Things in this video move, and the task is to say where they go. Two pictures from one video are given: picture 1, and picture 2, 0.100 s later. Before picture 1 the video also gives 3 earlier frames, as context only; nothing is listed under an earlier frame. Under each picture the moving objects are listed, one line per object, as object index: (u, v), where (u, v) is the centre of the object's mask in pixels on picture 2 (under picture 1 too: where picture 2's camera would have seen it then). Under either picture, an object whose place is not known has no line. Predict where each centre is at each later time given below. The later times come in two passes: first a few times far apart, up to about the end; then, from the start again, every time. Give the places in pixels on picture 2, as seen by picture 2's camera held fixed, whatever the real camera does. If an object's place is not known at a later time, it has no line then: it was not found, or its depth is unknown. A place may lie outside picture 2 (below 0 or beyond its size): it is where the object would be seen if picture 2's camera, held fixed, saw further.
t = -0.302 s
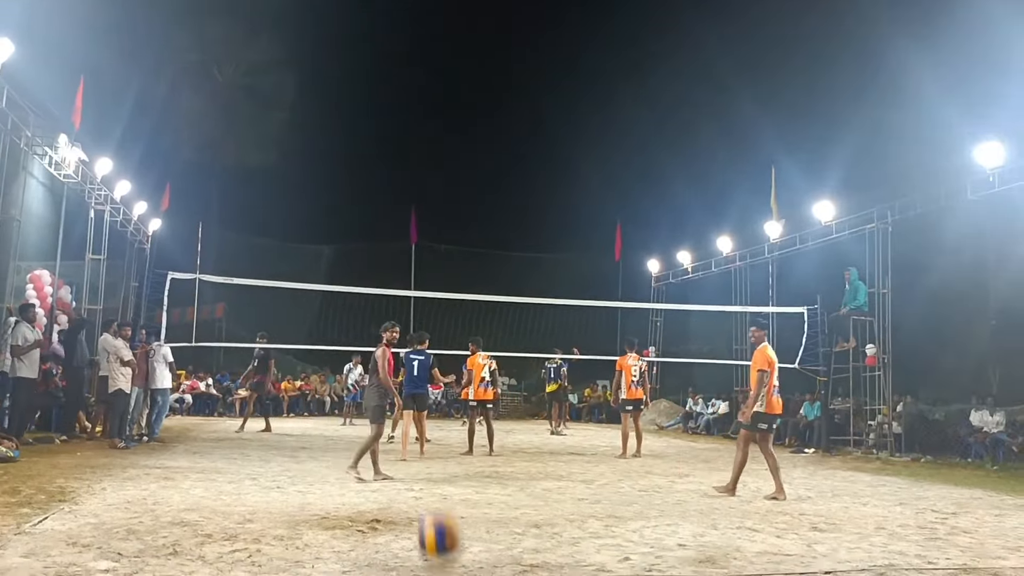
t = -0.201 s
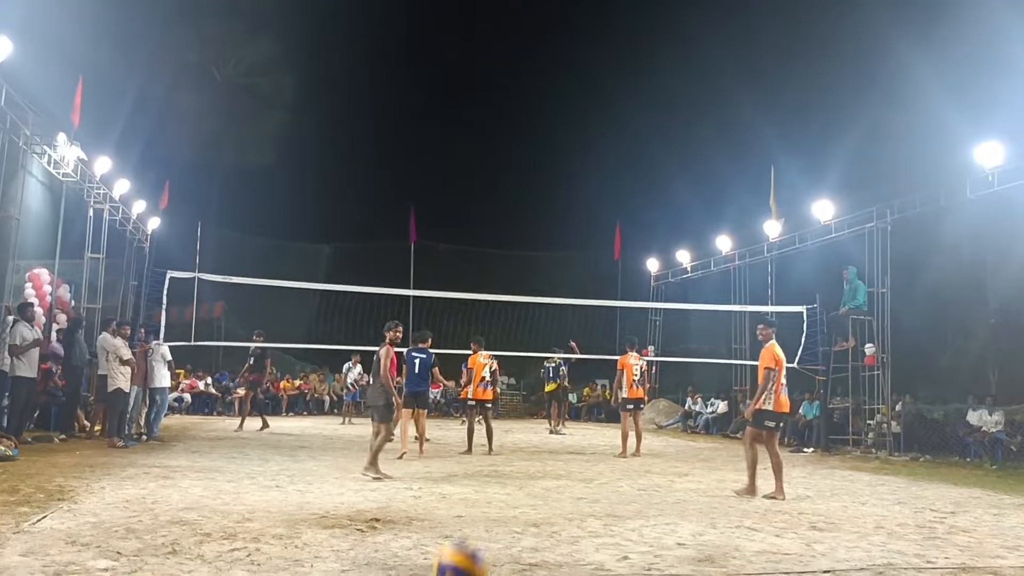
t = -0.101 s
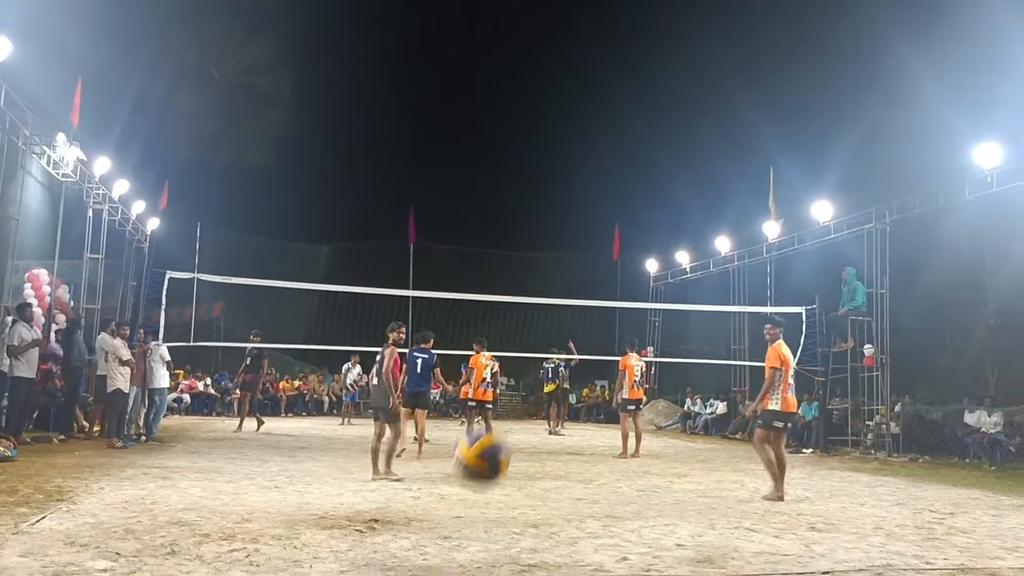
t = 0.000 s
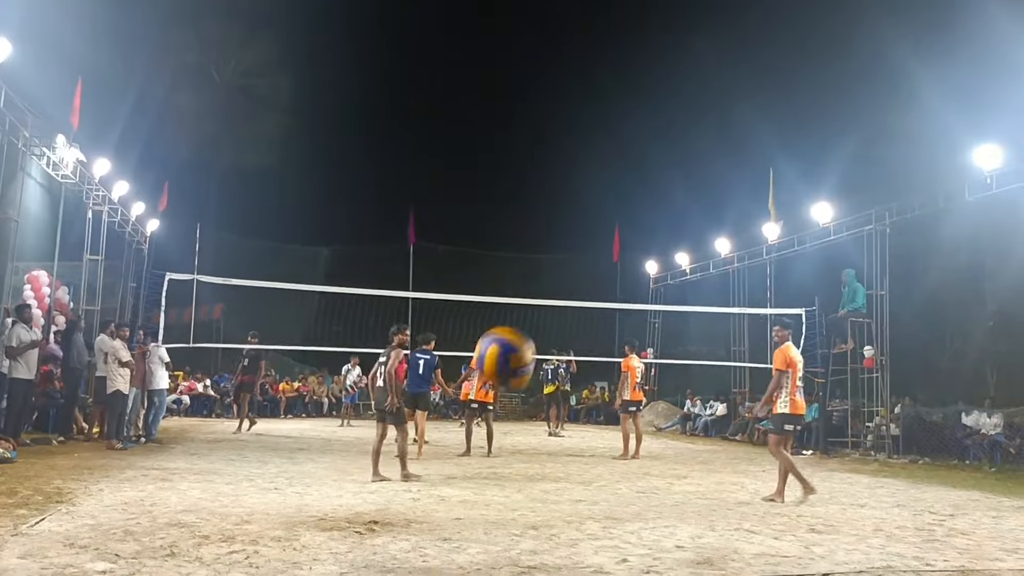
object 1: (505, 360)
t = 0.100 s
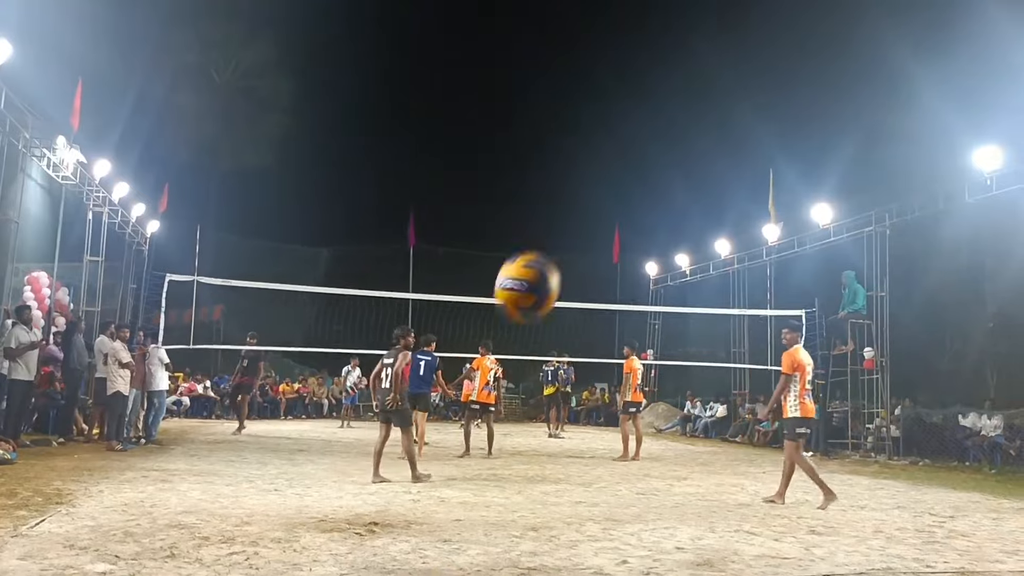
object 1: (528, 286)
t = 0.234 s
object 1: (563, 215)
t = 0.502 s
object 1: (659, 230)
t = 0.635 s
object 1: (729, 366)
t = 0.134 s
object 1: (536, 264)
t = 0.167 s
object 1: (544, 245)
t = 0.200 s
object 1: (553, 229)
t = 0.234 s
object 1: (563, 215)
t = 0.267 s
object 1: (574, 204)
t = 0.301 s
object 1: (583, 197)
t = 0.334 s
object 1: (595, 192)
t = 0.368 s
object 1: (606, 190)
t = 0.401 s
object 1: (618, 191)
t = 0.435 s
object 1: (632, 199)
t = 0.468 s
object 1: (645, 211)
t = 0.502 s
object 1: (659, 230)
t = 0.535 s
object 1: (674, 254)
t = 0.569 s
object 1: (689, 282)
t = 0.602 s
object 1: (710, 320)
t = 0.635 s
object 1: (729, 366)
